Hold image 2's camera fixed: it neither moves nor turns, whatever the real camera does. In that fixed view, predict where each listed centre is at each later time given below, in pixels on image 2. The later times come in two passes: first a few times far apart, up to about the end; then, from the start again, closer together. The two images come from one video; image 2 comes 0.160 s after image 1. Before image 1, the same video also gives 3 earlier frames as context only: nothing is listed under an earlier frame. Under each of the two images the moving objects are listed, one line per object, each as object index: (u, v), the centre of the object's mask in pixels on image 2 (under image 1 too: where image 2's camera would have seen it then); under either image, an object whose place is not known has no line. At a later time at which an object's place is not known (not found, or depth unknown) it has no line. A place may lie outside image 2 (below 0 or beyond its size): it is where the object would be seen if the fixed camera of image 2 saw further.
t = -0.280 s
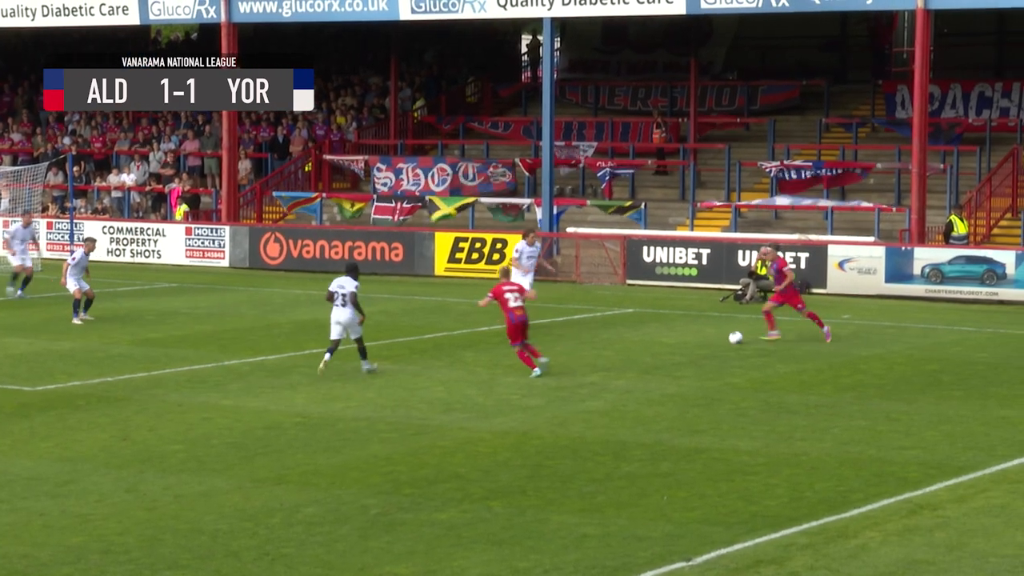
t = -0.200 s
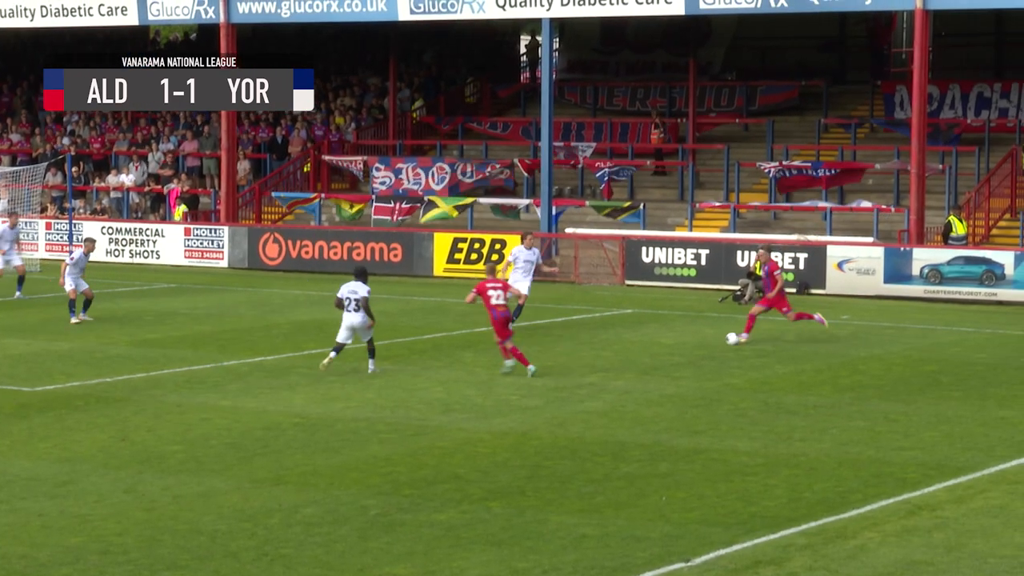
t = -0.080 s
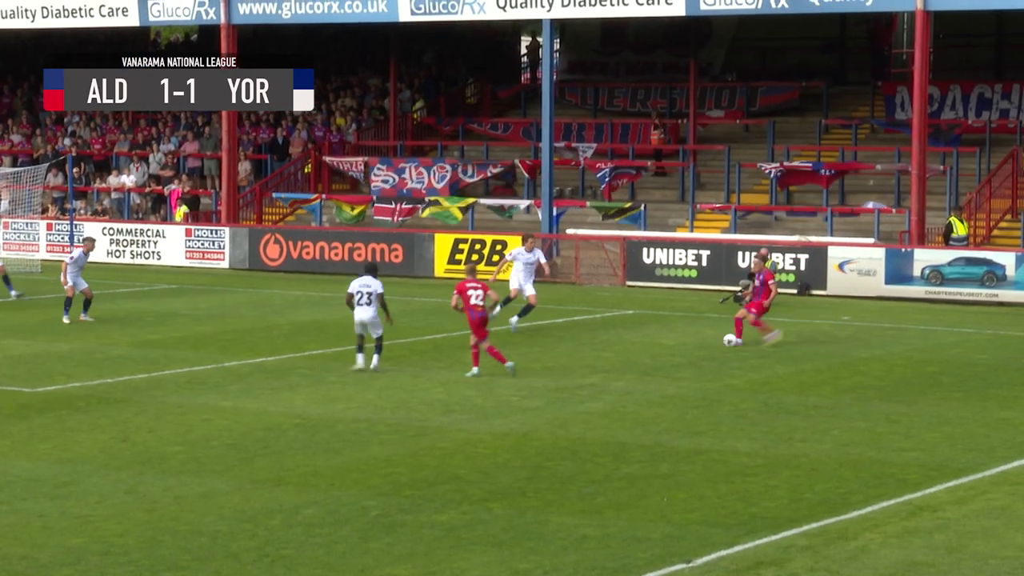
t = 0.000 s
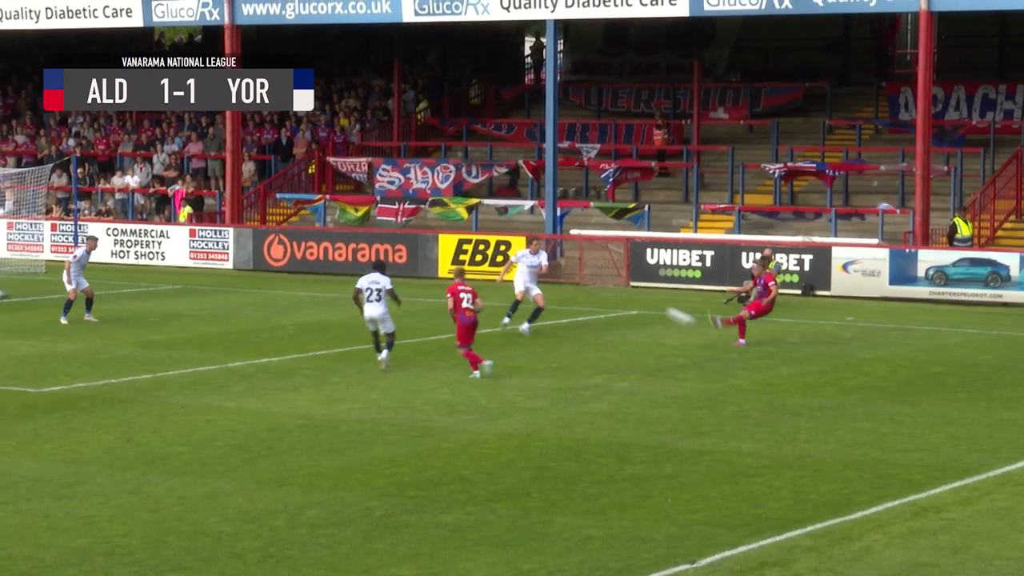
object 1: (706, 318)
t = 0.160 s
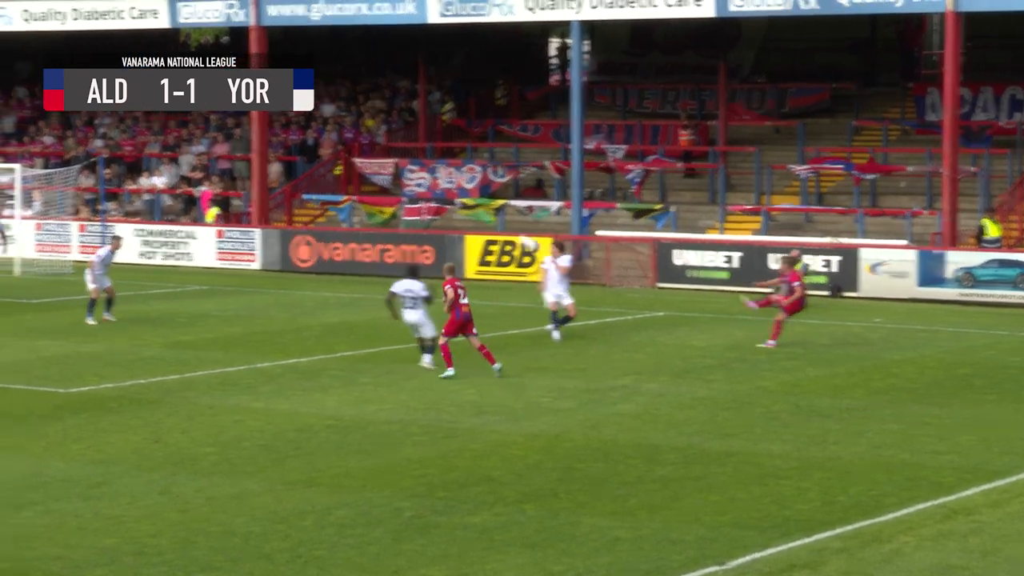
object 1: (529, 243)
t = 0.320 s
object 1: (373, 188)
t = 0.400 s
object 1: (303, 169)
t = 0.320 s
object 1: (373, 188)
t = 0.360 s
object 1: (338, 178)
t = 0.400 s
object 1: (303, 169)
